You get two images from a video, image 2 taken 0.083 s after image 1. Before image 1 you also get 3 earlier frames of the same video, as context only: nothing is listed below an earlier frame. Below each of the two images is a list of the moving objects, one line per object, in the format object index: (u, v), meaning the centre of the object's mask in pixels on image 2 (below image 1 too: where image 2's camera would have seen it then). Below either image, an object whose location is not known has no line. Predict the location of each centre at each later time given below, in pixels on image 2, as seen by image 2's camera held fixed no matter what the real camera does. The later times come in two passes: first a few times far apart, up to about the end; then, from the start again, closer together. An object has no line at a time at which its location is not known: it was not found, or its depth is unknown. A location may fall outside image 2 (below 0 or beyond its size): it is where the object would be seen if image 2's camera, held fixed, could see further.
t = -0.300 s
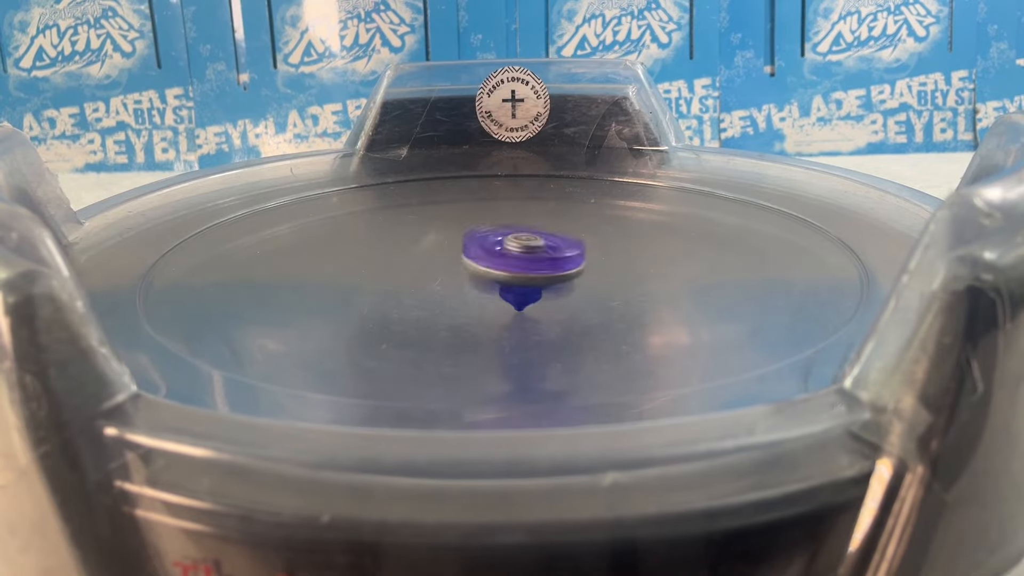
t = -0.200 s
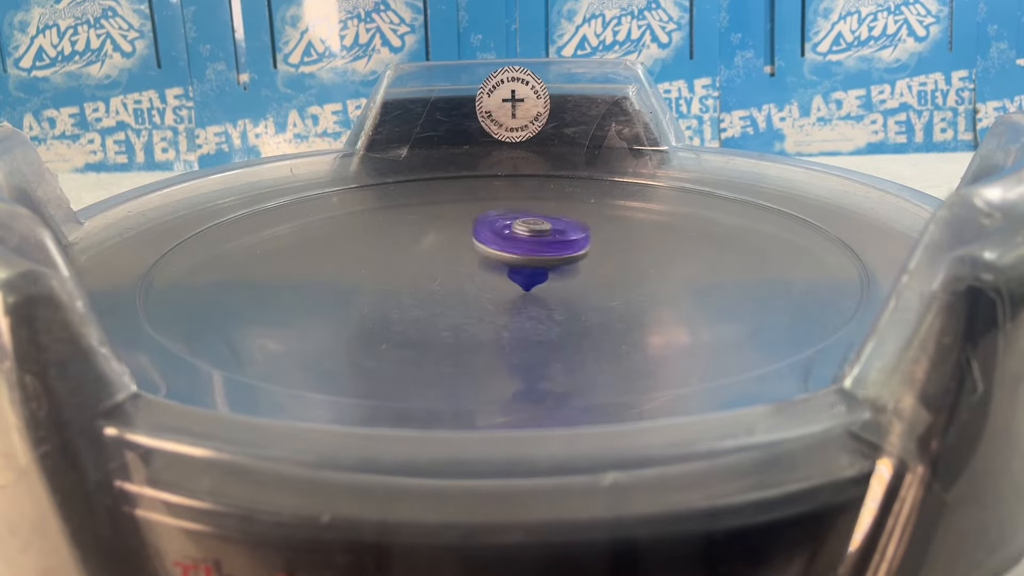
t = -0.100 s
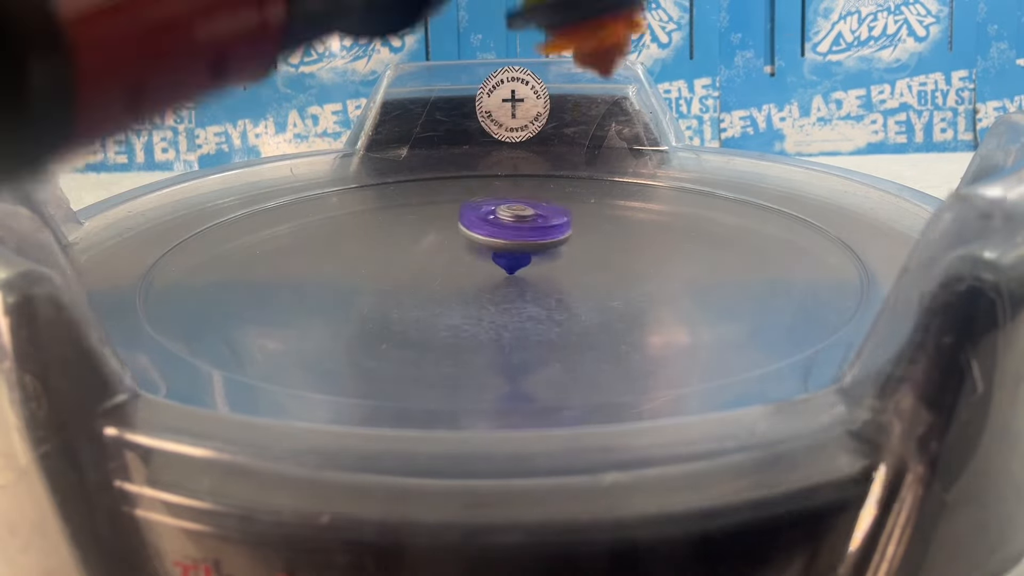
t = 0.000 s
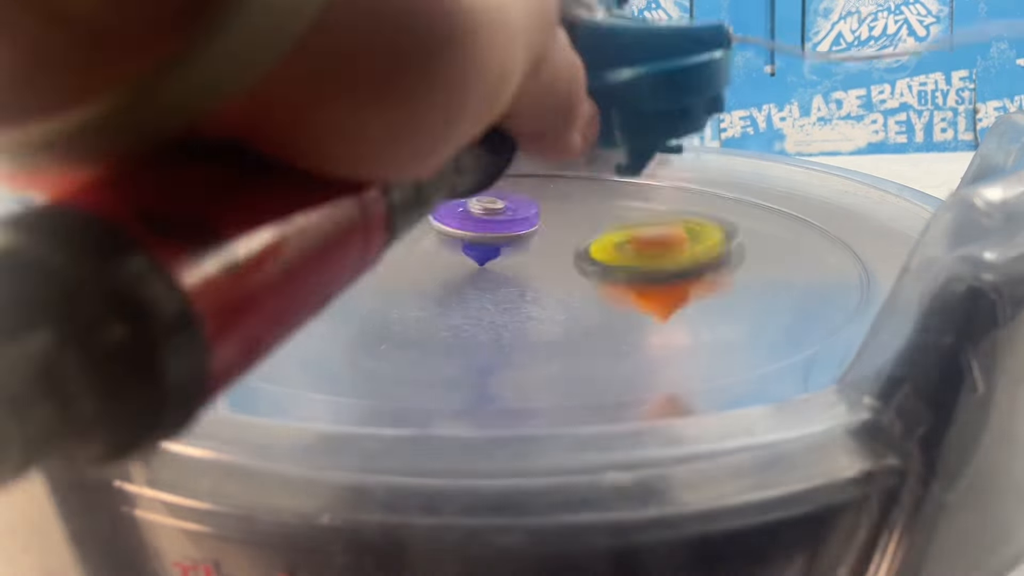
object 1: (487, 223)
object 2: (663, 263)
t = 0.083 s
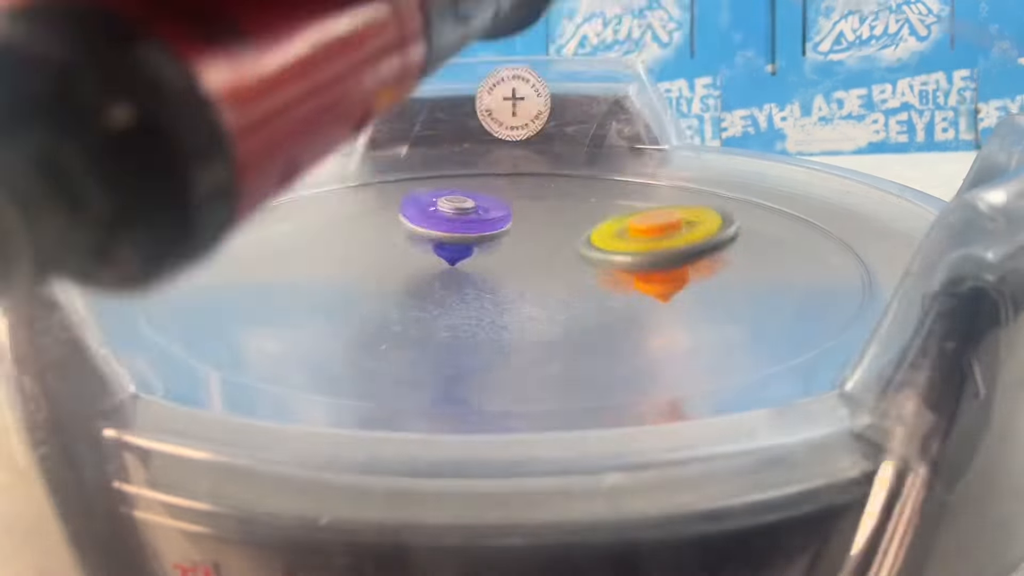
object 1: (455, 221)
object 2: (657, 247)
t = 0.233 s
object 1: (422, 241)
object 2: (595, 270)
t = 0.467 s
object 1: (295, 164)
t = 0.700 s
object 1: (842, 201)
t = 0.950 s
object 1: (674, 222)
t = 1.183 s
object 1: (428, 235)
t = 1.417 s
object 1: (448, 275)
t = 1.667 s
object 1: (614, 286)
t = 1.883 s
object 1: (691, 263)
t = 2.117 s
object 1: (650, 254)
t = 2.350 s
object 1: (557, 268)
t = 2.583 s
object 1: (492, 289)
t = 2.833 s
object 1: (487, 298)
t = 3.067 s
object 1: (498, 293)
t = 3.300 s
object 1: (464, 280)
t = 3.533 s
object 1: (417, 266)
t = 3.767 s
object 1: (392, 260)
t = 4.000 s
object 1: (404, 261)
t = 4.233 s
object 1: (437, 253)
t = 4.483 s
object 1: (473, 239)
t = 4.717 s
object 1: (491, 229)
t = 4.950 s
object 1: (495, 225)
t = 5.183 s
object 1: (510, 232)
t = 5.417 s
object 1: (545, 242)
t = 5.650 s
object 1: (583, 250)
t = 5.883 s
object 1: (600, 252)
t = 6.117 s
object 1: (600, 254)
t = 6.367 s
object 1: (579, 264)
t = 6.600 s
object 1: (537, 278)
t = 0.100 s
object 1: (451, 221)
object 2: (655, 254)
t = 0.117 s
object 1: (445, 222)
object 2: (651, 268)
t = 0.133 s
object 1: (439, 225)
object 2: (648, 291)
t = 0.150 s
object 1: (436, 227)
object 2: (639, 283)
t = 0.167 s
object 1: (431, 230)
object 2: (630, 270)
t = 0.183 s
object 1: (428, 233)
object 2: (622, 264)
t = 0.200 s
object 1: (425, 234)
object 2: (612, 268)
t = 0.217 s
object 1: (421, 237)
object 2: (605, 280)
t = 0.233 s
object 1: (422, 241)
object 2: (595, 270)
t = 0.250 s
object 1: (420, 242)
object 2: (585, 263)
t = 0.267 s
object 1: (417, 247)
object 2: (576, 262)
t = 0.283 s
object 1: (418, 249)
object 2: (567, 265)
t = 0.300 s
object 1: (419, 250)
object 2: (558, 256)
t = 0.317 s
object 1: (416, 254)
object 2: (555, 253)
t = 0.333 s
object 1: (344, 241)
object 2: (627, 247)
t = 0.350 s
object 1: (273, 234)
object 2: (695, 227)
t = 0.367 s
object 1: (203, 217)
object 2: (760, 211)
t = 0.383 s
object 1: (135, 201)
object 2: (819, 188)
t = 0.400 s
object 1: (128, 182)
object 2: (872, 161)
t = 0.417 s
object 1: (166, 167)
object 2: (920, 140)
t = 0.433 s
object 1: (208, 157)
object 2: (957, 125)
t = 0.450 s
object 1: (253, 158)
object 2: (987, 111)
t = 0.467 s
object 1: (295, 164)
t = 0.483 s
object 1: (343, 182)
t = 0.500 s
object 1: (385, 204)
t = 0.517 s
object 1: (434, 235)
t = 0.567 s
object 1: (559, 240)
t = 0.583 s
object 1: (601, 225)
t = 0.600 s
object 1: (643, 221)
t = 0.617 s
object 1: (683, 221)
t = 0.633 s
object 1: (726, 232)
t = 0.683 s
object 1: (815, 209)
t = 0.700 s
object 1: (842, 201)
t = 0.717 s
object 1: (865, 201)
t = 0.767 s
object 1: (881, 185)
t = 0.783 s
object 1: (870, 183)
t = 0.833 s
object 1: (820, 207)
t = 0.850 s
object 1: (797, 207)
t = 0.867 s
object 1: (779, 212)
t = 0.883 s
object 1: (758, 215)
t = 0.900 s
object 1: (738, 215)
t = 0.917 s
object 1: (718, 219)
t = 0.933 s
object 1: (694, 221)
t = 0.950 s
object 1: (674, 222)
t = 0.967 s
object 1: (652, 225)
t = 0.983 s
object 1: (630, 226)
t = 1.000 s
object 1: (610, 228)
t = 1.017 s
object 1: (587, 228)
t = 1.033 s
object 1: (568, 228)
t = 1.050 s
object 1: (549, 231)
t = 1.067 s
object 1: (530, 229)
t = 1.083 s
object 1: (513, 230)
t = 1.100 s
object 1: (494, 231)
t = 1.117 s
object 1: (480, 231)
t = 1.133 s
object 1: (466, 233)
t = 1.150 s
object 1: (452, 232)
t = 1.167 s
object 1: (440, 233)
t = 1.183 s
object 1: (428, 235)
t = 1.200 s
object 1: (420, 235)
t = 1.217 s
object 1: (415, 238)
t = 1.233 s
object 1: (407, 239)
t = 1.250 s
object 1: (404, 241)
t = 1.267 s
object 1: (402, 246)
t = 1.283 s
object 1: (403, 247)
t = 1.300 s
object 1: (404, 251)
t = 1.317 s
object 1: (406, 256)
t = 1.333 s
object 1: (411, 258)
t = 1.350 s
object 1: (418, 263)
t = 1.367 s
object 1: (423, 266)
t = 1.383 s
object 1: (431, 269)
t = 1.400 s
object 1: (440, 274)
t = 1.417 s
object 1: (448, 275)
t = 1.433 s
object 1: (458, 278)
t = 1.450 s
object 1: (467, 282)
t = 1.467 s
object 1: (478, 283)
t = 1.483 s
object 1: (491, 285)
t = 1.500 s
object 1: (499, 287)
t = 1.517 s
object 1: (512, 288)
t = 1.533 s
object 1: (525, 289)
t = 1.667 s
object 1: (614, 286)
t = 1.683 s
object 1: (622, 286)
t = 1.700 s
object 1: (633, 283)
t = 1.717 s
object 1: (644, 283)
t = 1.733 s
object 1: (648, 281)
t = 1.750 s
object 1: (659, 278)
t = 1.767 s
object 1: (667, 277)
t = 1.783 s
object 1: (670, 275)
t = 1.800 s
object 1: (676, 272)
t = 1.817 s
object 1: (683, 272)
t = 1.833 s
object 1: (684, 268)
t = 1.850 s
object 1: (688, 266)
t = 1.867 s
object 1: (692, 266)
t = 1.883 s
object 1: (691, 263)
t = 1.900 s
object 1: (692, 261)
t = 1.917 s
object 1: (694, 261)
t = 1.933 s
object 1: (691, 258)
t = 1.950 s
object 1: (690, 256)
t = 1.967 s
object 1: (690, 257)
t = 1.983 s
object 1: (685, 254)
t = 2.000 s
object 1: (683, 253)
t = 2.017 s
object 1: (680, 254)
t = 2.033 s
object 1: (674, 252)
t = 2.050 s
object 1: (670, 252)
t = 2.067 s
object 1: (667, 254)
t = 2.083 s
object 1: (660, 253)
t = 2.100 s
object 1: (655, 253)
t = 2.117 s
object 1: (650, 254)
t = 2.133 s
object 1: (643, 254)
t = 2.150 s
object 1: (637, 254)
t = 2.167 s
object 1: (632, 256)
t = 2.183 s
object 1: (624, 256)
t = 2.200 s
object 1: (617, 257)
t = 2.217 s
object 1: (611, 259)
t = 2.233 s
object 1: (602, 260)
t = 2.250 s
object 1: (597, 260)
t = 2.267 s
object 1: (591, 262)
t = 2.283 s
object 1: (582, 264)
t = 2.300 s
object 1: (577, 264)
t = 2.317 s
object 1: (572, 266)
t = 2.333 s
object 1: (562, 269)
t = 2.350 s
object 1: (557, 268)
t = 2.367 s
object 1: (553, 271)
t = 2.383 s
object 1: (543, 273)
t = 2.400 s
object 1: (540, 273)
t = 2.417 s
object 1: (535, 275)
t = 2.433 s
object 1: (528, 278)
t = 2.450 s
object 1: (524, 278)
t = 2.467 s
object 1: (519, 279)
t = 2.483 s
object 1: (514, 282)
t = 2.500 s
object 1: (510, 281)
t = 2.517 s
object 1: (506, 283)
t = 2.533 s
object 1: (503, 285)
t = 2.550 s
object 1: (497, 286)
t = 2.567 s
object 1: (494, 287)
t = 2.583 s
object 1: (492, 289)
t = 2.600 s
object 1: (487, 290)
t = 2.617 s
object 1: (487, 290)
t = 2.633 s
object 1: (486, 291)
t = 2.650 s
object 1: (482, 293)
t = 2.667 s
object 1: (482, 293)
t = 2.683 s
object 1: (482, 293)
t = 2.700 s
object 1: (480, 295)
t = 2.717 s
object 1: (480, 294)
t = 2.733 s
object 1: (480, 295)
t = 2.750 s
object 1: (480, 297)
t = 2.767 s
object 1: (479, 298)
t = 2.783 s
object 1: (482, 298)
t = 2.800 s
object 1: (485, 297)
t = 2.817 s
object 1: (483, 298)
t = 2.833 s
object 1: (487, 298)
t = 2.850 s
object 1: (487, 296)
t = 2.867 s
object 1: (489, 298)
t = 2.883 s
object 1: (488, 298)
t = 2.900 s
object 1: (491, 298)
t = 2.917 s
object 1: (494, 298)
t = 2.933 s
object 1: (493, 299)
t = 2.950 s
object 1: (497, 297)
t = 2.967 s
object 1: (497, 296)
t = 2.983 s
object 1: (497, 297)
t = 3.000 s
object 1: (496, 296)
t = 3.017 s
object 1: (497, 295)
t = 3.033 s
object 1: (499, 296)
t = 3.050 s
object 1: (497, 296)
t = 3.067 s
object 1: (498, 293)
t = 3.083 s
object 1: (497, 292)
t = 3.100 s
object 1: (496, 292)
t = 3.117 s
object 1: (492, 291)
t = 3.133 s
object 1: (493, 291)
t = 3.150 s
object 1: (493, 291)
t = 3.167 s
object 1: (489, 289)
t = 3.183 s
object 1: (487, 286)
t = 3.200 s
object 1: (484, 285)
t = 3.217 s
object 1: (482, 286)
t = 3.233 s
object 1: (477, 285)
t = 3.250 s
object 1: (476, 284)
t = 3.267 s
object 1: (474, 281)
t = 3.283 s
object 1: (469, 281)
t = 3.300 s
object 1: (464, 280)
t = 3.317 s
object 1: (462, 279)
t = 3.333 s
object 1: (460, 278)
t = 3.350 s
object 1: (453, 277)
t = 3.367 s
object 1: (451, 275)
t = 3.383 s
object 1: (446, 274)
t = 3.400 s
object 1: (443, 274)
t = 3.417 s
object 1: (438, 274)
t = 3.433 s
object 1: (436, 270)
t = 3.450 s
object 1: (433, 269)
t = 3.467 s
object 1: (429, 270)
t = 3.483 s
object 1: (423, 269)
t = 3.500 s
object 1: (423, 267)
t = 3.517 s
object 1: (420, 266)
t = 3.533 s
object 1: (417, 266)
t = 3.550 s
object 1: (411, 266)
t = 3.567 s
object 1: (411, 265)
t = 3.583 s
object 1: (409, 264)
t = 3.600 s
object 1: (406, 264)
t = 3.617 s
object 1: (403, 263)
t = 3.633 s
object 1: (402, 262)
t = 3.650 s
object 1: (401, 262)
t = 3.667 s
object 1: (398, 262)
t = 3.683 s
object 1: (396, 261)
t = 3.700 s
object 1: (395, 261)
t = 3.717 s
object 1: (396, 261)
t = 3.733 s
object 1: (393, 261)
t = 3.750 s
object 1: (392, 260)
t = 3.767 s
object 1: (392, 260)
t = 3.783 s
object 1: (393, 261)
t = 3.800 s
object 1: (392, 261)
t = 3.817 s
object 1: (391, 260)
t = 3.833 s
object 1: (392, 260)
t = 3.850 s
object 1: (393, 260)
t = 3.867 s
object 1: (393, 261)
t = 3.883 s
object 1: (392, 261)
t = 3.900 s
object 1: (394, 260)
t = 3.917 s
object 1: (396, 260)
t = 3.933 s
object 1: (397, 261)
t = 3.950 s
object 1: (396, 261)
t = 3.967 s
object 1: (400, 260)
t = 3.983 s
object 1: (401, 261)
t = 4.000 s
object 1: (404, 261)
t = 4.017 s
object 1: (403, 261)
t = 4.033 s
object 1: (407, 260)
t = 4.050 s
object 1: (409, 260)
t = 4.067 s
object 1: (412, 260)
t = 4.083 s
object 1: (412, 260)
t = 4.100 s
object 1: (417, 258)
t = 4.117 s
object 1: (420, 258)
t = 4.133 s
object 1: (423, 257)
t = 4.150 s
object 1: (425, 258)
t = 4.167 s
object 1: (427, 256)
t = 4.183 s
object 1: (431, 255)
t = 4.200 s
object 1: (434, 254)
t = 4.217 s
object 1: (437, 254)
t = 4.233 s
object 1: (437, 253)
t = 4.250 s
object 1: (443, 252)
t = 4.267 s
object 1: (444, 251)
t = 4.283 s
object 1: (448, 251)
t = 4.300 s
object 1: (448, 250)
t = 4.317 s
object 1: (451, 248)
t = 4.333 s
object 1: (454, 247)
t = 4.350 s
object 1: (457, 246)
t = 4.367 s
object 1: (460, 247)
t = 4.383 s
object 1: (459, 244)
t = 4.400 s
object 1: (464, 243)
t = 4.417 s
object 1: (465, 242)
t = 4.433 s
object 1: (468, 242)
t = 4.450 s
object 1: (469, 241)
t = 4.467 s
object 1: (470, 239)
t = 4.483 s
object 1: (473, 239)
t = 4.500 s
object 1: (475, 238)
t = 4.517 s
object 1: (478, 239)
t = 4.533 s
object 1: (477, 237)
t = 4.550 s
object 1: (480, 235)
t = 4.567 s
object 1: (482, 235)
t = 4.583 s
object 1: (483, 235)
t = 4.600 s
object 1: (485, 235)
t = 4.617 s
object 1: (484, 233)
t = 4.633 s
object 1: (487, 232)
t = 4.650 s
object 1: (487, 232)
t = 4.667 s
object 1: (489, 232)
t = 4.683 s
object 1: (489, 232)
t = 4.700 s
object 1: (489, 230)
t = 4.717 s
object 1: (491, 229)
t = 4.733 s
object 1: (492, 228)
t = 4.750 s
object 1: (495, 229)
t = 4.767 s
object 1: (494, 229)
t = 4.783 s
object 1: (493, 227)
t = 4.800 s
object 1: (496, 226)
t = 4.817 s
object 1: (495, 226)
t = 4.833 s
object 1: (497, 227)
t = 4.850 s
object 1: (496, 226)
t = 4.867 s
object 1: (494, 226)
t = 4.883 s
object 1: (497, 225)
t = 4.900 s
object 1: (496, 225)
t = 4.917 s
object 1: (498, 227)
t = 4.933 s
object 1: (496, 227)
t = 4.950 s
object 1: (495, 225)
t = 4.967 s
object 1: (497, 225)
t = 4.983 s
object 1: (496, 226)
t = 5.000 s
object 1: (498, 226)
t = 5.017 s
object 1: (497, 228)
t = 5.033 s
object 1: (496, 226)
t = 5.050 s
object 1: (499, 227)
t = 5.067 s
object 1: (498, 227)
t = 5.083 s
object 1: (500, 228)
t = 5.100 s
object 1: (501, 230)
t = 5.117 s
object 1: (500, 230)
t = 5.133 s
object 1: (503, 229)
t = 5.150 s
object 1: (505, 230)
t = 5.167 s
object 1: (507, 231)
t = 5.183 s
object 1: (510, 232)
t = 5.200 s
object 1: (510, 233)
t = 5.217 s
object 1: (512, 233)
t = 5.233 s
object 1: (516, 234)
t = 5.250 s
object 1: (517, 234)
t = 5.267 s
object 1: (521, 237)
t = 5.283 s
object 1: (523, 238)
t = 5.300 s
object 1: (524, 238)
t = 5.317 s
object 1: (528, 237)
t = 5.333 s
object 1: (530, 239)
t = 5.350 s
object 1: (533, 240)
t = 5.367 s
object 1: (537, 242)
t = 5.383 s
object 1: (538, 242)
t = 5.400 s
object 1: (541, 241)
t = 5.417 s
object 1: (545, 242)
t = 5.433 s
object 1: (547, 243)
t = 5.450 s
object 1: (552, 245)
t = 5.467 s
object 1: (555, 246)
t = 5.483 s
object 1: (555, 246)
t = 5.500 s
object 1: (560, 245)
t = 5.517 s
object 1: (562, 246)
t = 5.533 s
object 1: (565, 246)
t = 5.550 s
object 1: (568, 248)
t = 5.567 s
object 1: (570, 249)
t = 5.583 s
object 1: (570, 248)
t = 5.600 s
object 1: (574, 247)
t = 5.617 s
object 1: (577, 249)
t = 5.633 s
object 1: (579, 248)
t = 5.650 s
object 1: (583, 250)
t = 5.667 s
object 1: (584, 250)
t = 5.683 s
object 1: (584, 250)
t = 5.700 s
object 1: (588, 249)
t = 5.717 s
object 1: (590, 250)
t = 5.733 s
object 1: (592, 250)
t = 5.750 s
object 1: (595, 251)
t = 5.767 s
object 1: (596, 252)
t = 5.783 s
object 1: (595, 252)
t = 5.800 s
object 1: (598, 250)
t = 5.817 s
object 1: (599, 251)
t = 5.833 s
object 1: (600, 251)
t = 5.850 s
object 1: (602, 251)
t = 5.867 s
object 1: (602, 252)
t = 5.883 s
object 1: (600, 252)
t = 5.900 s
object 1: (601, 251)
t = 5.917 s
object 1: (604, 252)
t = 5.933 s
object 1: (603, 252)
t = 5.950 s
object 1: (604, 252)
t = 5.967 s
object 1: (605, 253)
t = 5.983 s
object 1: (603, 254)
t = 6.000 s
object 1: (602, 253)
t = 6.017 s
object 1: (604, 252)
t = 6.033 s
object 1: (603, 253)
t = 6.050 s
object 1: (603, 253)
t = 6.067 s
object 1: (604, 254)
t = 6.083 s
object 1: (603, 255)
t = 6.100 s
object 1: (600, 256)
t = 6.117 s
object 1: (600, 254)
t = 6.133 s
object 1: (601, 254)
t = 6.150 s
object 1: (600, 255)
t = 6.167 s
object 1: (600, 255)
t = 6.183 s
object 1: (600, 256)
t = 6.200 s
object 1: (597, 257)
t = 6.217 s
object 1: (595, 258)
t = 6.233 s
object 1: (594, 257)
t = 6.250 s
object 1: (594, 258)
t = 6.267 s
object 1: (592, 258)
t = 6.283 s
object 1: (591, 259)
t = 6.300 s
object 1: (589, 261)
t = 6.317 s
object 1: (586, 262)
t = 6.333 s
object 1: (581, 264)
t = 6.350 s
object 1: (580, 263)
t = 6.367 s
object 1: (579, 264)
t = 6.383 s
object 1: (575, 265)
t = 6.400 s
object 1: (573, 266)
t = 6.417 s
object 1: (570, 269)
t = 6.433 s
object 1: (566, 270)
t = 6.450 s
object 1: (562, 271)
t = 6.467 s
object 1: (558, 271)
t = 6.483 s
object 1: (558, 271)
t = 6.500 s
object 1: (554, 273)
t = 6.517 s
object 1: (551, 273)
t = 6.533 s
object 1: (550, 275)
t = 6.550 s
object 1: (546, 276)
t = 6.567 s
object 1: (543, 278)
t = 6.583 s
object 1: (538, 279)
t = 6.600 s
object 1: (537, 278)
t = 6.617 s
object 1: (537, 279)
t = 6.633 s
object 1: (533, 279)
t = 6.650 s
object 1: (532, 280)
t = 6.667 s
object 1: (530, 282)
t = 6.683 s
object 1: (528, 283)
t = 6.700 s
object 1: (525, 284)
